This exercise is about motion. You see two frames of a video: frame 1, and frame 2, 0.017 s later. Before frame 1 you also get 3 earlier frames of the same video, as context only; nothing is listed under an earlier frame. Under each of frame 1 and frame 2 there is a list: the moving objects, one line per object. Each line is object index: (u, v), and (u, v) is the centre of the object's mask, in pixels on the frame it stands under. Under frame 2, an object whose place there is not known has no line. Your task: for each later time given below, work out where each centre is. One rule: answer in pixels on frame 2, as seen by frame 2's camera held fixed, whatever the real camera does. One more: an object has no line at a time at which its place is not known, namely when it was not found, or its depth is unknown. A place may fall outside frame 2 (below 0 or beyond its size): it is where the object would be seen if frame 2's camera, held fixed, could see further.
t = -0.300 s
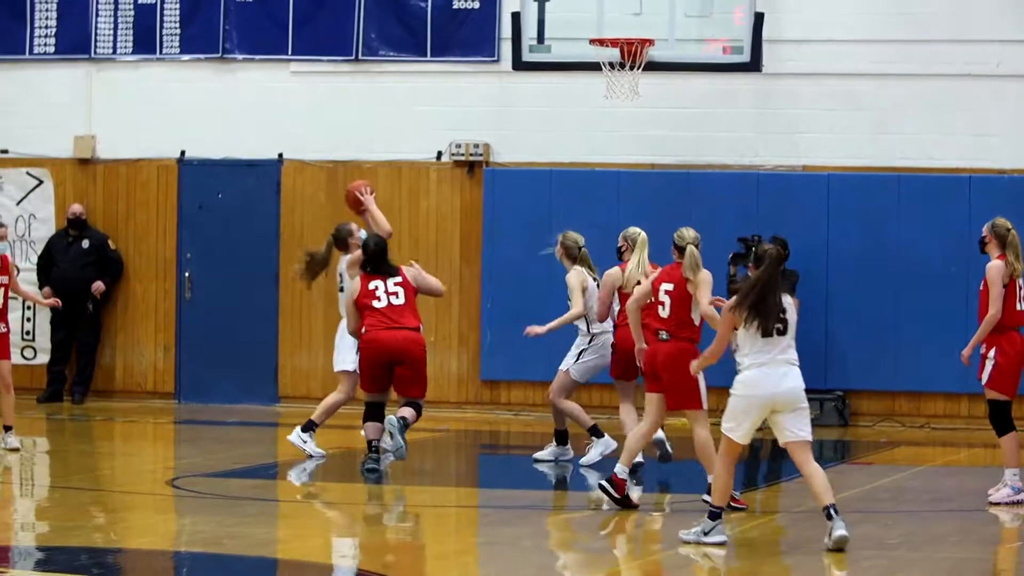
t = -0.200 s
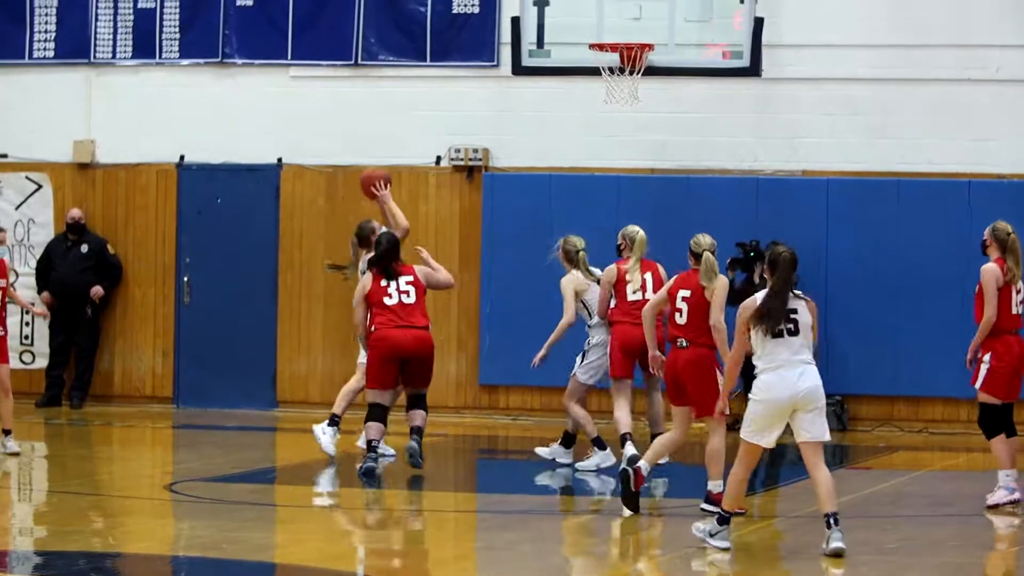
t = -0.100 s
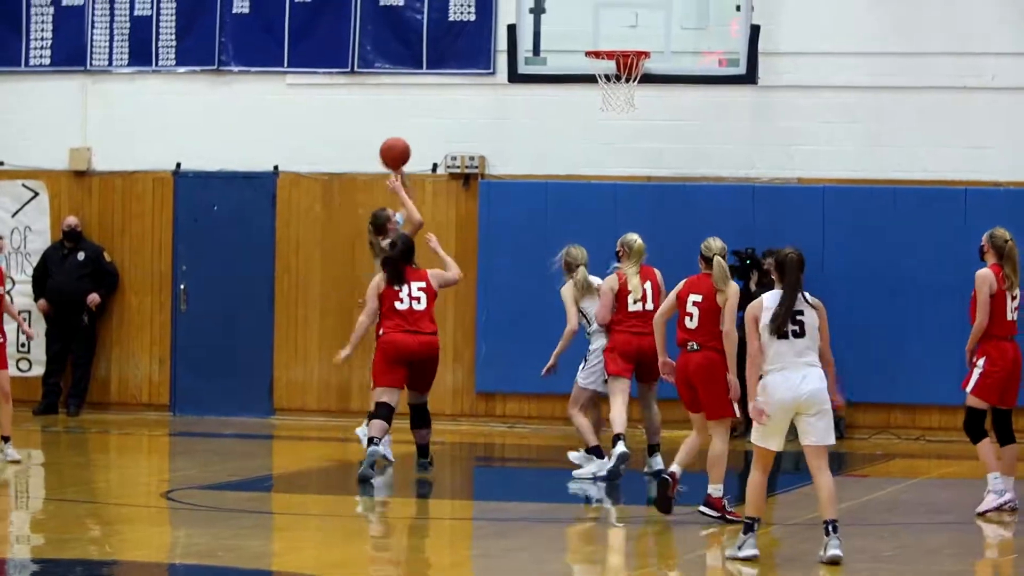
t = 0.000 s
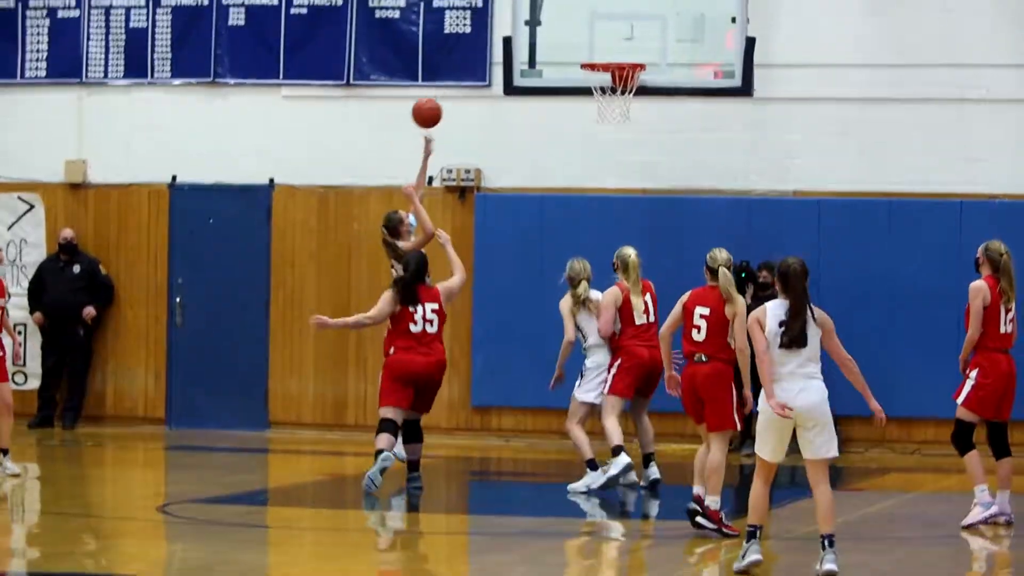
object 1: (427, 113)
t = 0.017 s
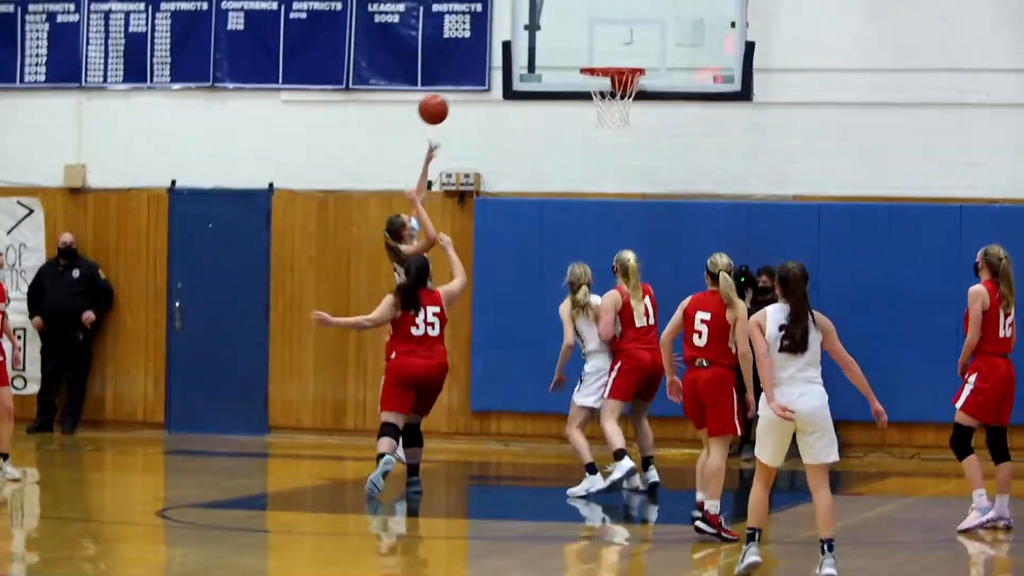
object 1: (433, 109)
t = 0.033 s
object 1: (440, 100)
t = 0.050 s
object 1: (447, 92)
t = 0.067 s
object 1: (455, 85)
